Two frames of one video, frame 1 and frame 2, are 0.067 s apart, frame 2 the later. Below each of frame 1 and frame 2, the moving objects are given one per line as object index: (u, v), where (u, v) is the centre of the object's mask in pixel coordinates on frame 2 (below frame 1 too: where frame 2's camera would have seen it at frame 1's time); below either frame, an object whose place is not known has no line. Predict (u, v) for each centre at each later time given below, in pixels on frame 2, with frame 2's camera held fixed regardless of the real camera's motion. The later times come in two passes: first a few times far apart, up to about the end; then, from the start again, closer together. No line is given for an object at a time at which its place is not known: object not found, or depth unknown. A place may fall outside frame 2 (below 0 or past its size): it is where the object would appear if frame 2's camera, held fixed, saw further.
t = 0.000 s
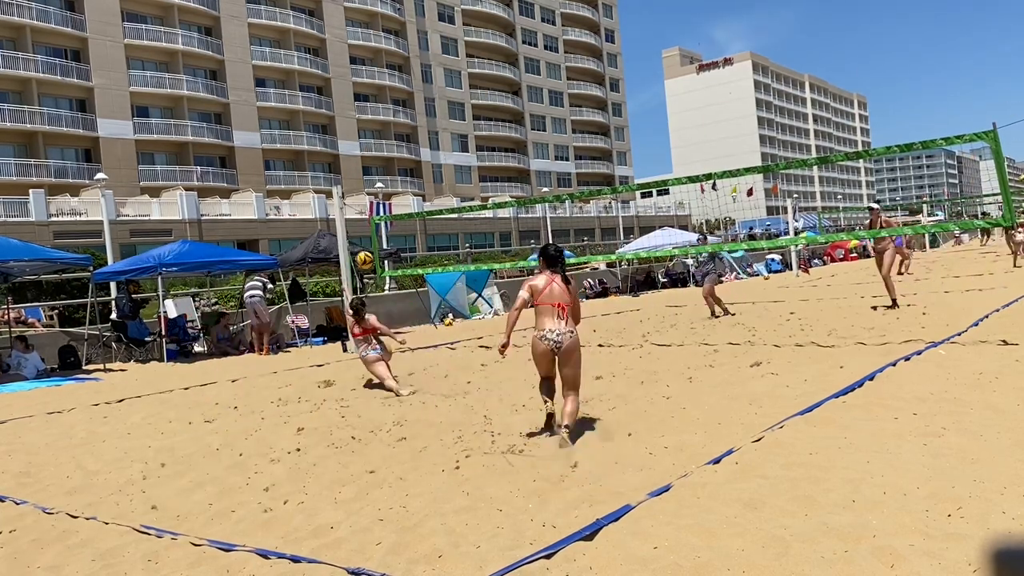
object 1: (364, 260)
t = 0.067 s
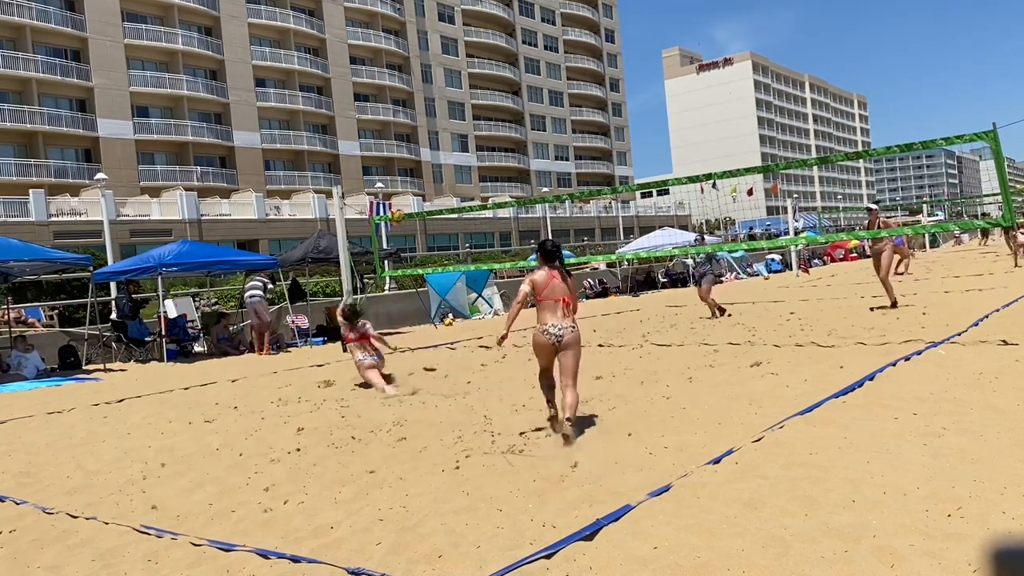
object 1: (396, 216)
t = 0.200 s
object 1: (457, 141)
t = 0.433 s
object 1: (559, 55)
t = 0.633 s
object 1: (644, 21)
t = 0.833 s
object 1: (725, 17)
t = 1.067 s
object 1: (816, 48)
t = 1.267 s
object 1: (889, 102)
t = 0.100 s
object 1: (411, 197)
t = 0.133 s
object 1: (426, 176)
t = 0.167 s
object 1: (443, 158)
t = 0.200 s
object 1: (457, 141)
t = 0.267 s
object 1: (486, 111)
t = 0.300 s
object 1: (502, 97)
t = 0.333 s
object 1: (516, 86)
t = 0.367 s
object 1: (531, 74)
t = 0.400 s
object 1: (546, 65)
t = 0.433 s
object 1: (559, 55)
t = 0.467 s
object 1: (574, 47)
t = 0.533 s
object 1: (602, 34)
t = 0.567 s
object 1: (616, 28)
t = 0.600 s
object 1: (630, 24)
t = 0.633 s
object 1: (644, 21)
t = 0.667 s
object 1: (658, 18)
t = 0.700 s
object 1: (672, 16)
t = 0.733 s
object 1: (686, 15)
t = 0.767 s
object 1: (699, 15)
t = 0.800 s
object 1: (712, 16)
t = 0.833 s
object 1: (725, 17)
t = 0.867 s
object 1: (739, 19)
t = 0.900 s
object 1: (752, 22)
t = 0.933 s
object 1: (765, 26)
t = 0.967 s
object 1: (778, 30)
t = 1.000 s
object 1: (790, 36)
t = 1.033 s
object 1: (803, 41)
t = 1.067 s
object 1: (816, 48)
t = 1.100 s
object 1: (828, 55)
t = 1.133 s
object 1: (841, 63)
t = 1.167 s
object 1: (853, 72)
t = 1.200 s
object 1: (865, 81)
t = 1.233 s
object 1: (878, 91)
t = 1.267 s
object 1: (889, 102)
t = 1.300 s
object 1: (901, 113)
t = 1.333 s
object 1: (913, 124)
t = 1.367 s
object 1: (924, 135)
